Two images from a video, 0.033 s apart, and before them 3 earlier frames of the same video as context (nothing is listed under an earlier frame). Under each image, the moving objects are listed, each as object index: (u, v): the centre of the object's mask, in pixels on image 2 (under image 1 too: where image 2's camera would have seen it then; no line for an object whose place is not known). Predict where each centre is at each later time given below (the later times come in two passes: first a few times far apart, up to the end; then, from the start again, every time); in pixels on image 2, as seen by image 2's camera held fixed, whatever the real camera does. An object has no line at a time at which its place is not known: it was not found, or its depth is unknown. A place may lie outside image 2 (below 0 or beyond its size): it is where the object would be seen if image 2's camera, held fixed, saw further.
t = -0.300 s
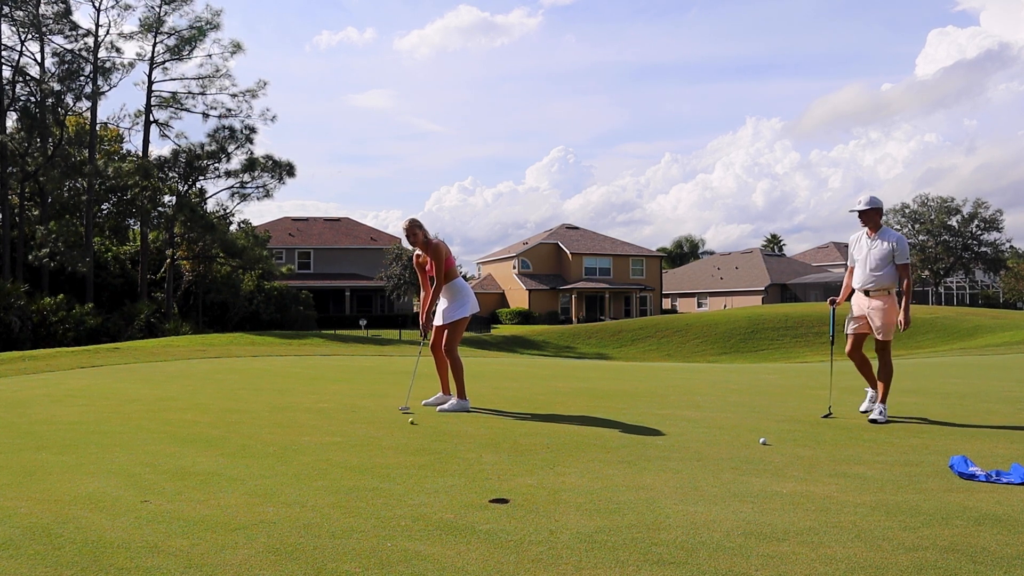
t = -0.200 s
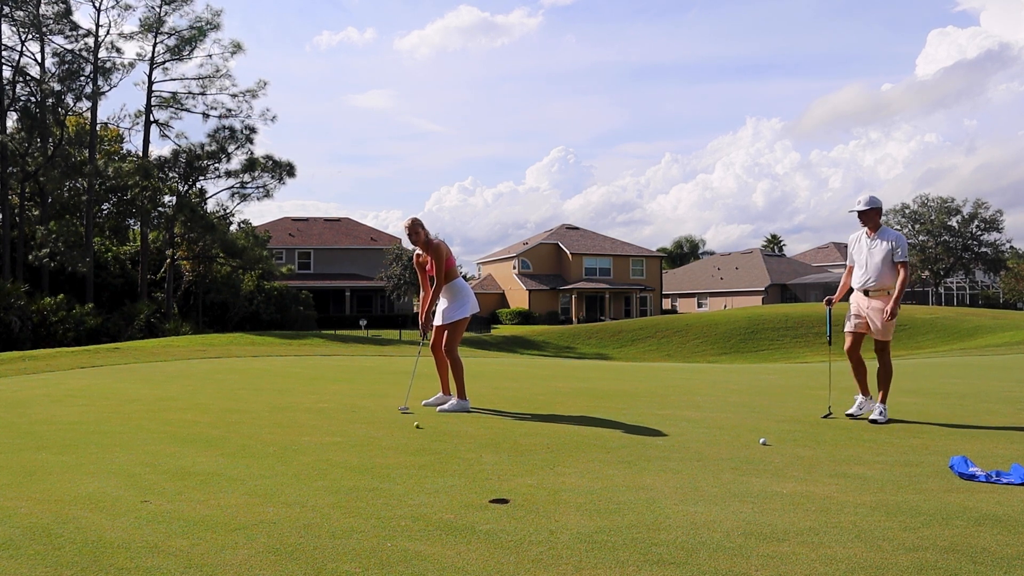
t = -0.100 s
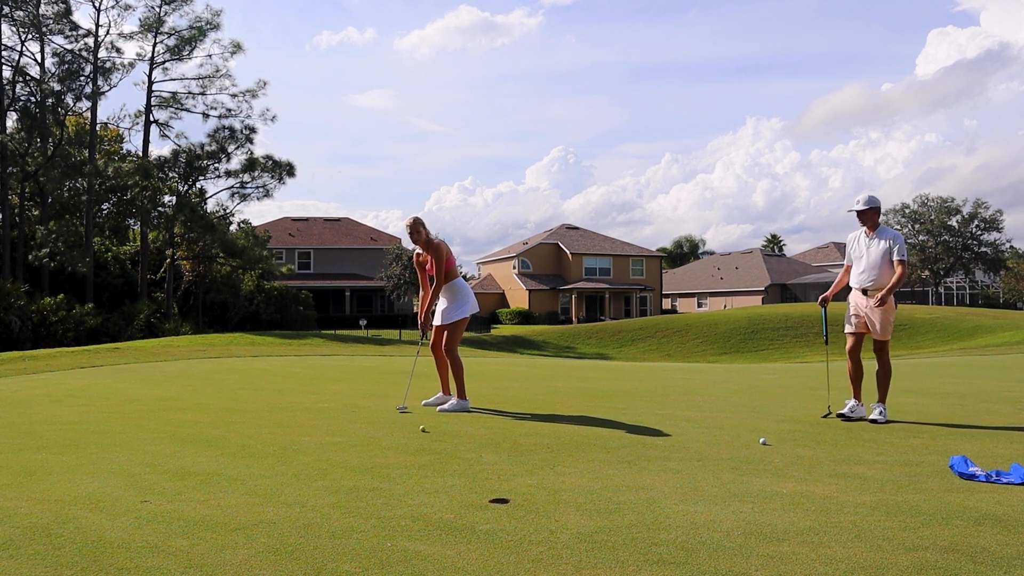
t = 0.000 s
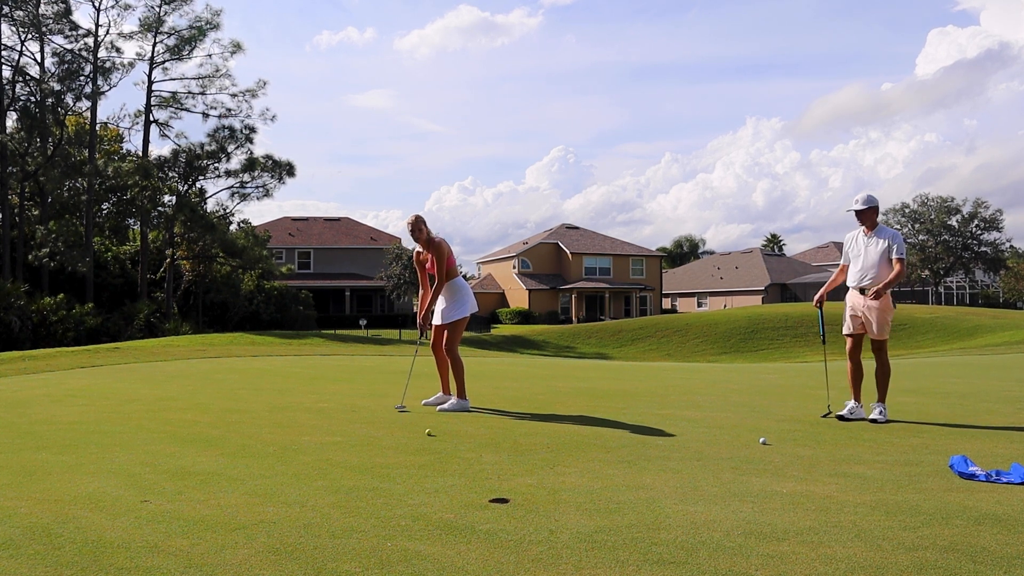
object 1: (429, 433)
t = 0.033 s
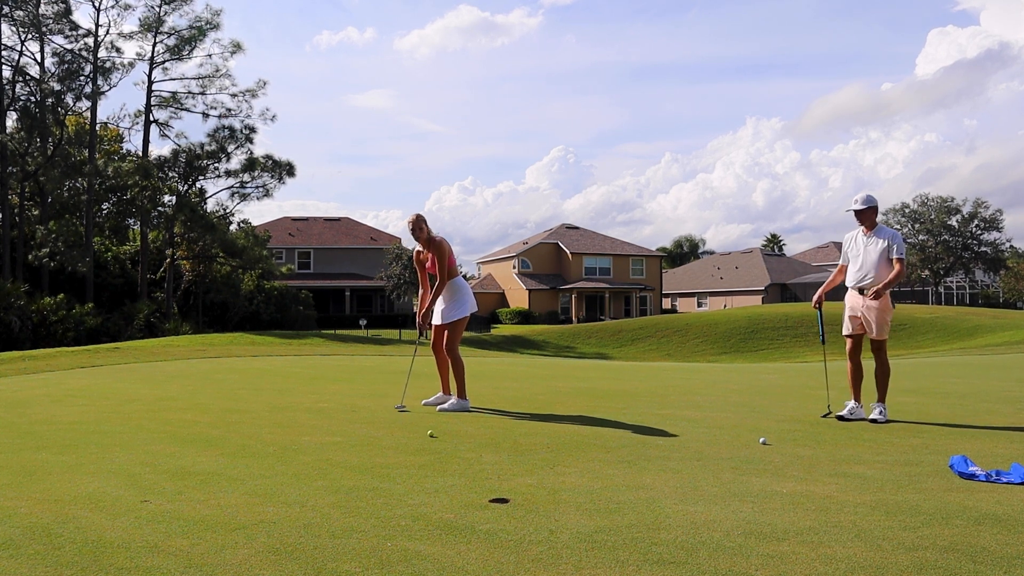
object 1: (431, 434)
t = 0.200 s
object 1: (441, 441)
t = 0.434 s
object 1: (458, 451)
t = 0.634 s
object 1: (474, 461)
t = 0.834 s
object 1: (491, 470)
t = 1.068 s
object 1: (511, 481)
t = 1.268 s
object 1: (528, 491)
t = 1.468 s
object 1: (545, 501)
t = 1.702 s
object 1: (567, 513)
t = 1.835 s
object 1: (580, 519)
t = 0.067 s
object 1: (433, 435)
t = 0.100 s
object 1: (435, 437)
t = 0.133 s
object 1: (437, 438)
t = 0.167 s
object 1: (439, 439)
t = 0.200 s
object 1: (441, 441)
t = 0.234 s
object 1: (444, 442)
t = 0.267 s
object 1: (446, 444)
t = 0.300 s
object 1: (448, 446)
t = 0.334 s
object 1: (451, 447)
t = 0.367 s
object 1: (453, 448)
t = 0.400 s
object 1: (456, 450)
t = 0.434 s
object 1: (458, 451)
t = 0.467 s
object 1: (461, 452)
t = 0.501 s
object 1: (463, 454)
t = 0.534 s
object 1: (466, 456)
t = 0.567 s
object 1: (469, 457)
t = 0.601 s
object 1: (471, 459)
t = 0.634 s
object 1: (474, 461)
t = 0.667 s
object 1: (477, 462)
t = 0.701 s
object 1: (480, 464)
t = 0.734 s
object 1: (482, 465)
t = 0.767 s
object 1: (485, 467)
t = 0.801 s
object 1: (488, 468)
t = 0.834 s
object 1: (491, 470)
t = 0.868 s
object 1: (494, 471)
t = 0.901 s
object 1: (497, 473)
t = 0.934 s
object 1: (499, 474)
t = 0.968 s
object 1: (502, 476)
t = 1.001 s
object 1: (505, 478)
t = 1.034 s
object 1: (508, 479)
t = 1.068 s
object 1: (511, 481)
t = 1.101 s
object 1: (513, 483)
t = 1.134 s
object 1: (516, 484)
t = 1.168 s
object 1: (519, 486)
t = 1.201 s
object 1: (522, 488)
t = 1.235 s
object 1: (525, 489)
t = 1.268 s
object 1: (528, 491)
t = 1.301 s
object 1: (530, 493)
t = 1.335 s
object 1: (533, 495)
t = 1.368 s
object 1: (537, 496)
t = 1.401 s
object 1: (540, 498)
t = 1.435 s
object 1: (542, 500)
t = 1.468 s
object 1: (545, 501)
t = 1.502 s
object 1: (549, 503)
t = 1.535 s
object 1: (552, 505)
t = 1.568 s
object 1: (555, 506)
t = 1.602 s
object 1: (558, 508)
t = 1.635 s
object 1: (561, 510)
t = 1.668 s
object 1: (565, 511)
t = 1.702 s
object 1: (567, 513)
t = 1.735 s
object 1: (570, 515)
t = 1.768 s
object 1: (573, 516)
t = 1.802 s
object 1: (577, 518)
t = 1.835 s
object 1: (580, 519)
